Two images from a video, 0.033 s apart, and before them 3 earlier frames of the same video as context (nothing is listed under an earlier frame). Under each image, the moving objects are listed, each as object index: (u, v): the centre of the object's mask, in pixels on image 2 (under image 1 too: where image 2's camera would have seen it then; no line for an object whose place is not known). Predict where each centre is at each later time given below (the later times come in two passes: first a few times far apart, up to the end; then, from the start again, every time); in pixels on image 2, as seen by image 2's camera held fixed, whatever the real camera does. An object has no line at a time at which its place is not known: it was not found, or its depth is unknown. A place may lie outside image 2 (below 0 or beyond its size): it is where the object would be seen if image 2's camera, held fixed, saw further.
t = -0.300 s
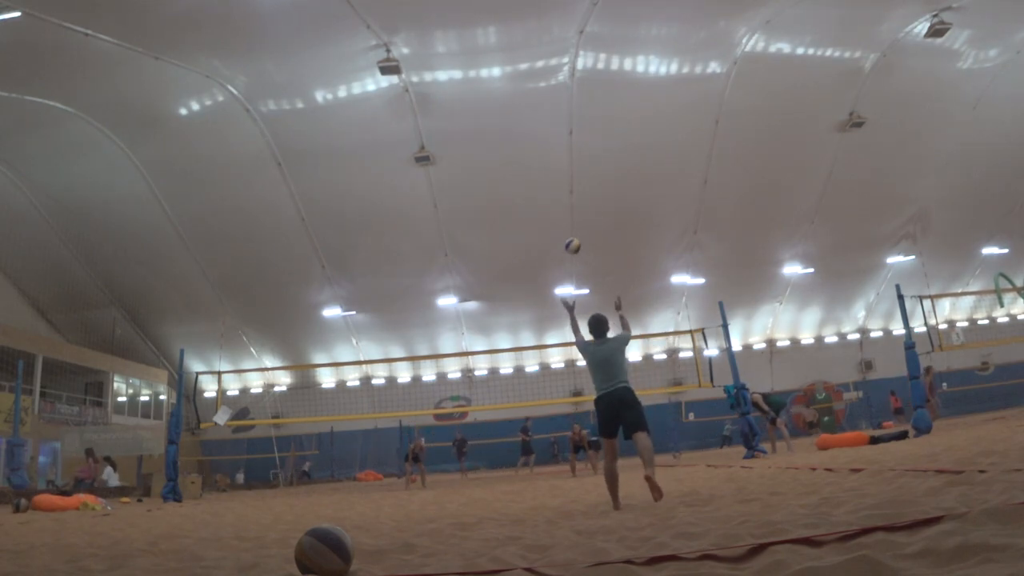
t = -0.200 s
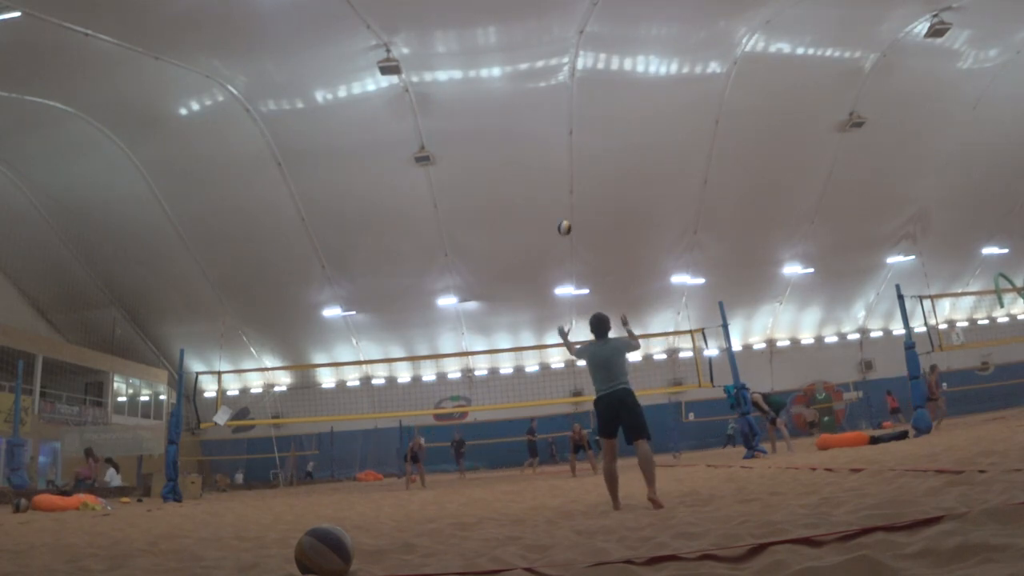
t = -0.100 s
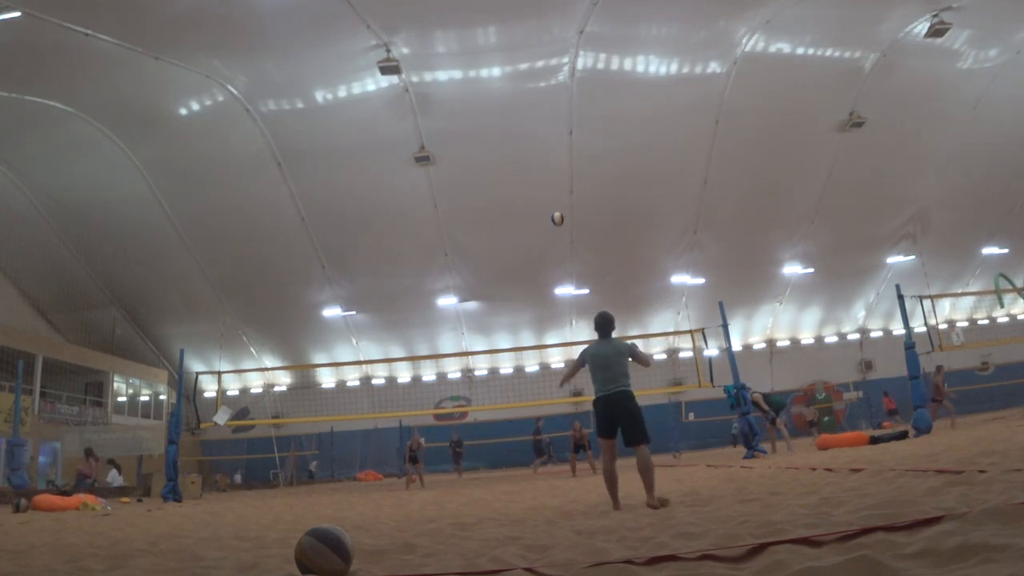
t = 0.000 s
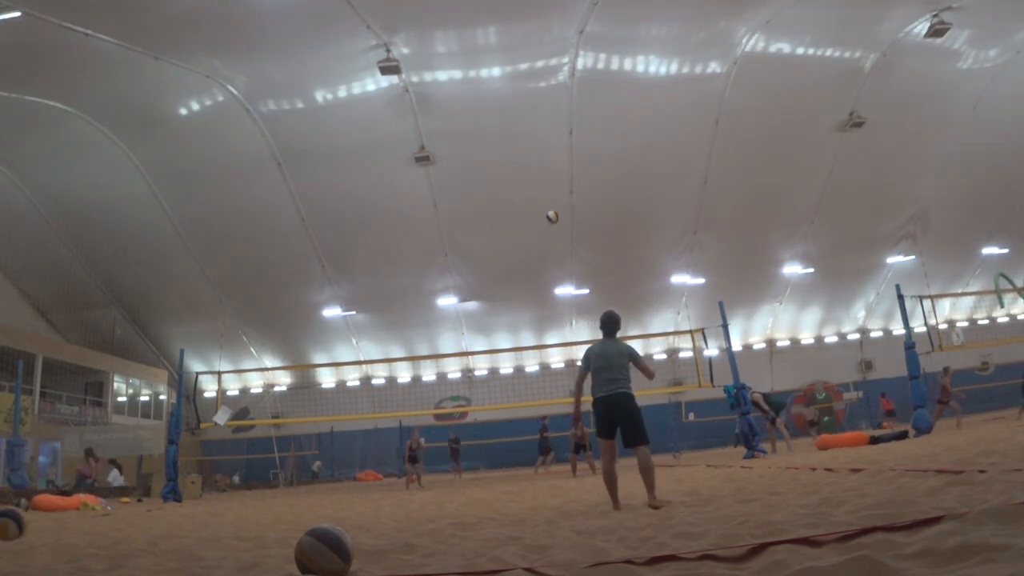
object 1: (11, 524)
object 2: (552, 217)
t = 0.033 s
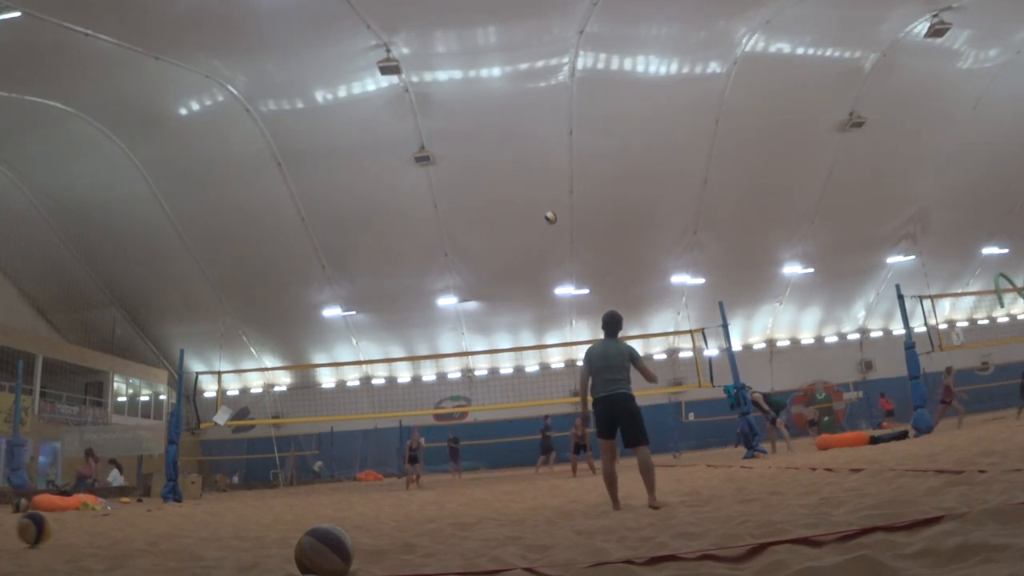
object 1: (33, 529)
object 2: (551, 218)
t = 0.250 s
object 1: (132, 508)
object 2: (544, 236)
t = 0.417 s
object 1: (192, 524)
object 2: (541, 263)
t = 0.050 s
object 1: (46, 531)
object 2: (550, 218)
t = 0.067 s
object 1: (58, 533)
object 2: (549, 219)
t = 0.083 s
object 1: (67, 531)
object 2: (549, 220)
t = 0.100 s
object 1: (74, 527)
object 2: (548, 221)
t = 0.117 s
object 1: (81, 523)
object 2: (547, 222)
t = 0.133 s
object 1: (88, 519)
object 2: (547, 223)
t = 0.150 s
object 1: (94, 515)
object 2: (546, 225)
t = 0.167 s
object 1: (99, 513)
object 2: (546, 226)
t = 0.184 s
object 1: (107, 512)
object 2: (545, 228)
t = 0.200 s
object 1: (114, 510)
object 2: (545, 230)
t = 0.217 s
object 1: (120, 509)
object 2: (544, 232)
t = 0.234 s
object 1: (126, 508)
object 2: (544, 234)
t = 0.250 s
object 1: (132, 508)
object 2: (544, 236)
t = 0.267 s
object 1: (138, 508)
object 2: (543, 238)
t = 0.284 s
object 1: (144, 509)
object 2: (543, 240)
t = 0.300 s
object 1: (150, 510)
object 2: (543, 243)
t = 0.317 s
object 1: (155, 511)
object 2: (543, 246)
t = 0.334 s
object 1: (162, 512)
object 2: (542, 248)
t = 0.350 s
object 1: (168, 515)
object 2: (542, 251)
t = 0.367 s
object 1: (174, 517)
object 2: (542, 254)
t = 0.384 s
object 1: (180, 520)
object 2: (541, 257)
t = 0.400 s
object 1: (186, 523)
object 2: (541, 260)
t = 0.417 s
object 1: (192, 524)
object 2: (541, 263)
